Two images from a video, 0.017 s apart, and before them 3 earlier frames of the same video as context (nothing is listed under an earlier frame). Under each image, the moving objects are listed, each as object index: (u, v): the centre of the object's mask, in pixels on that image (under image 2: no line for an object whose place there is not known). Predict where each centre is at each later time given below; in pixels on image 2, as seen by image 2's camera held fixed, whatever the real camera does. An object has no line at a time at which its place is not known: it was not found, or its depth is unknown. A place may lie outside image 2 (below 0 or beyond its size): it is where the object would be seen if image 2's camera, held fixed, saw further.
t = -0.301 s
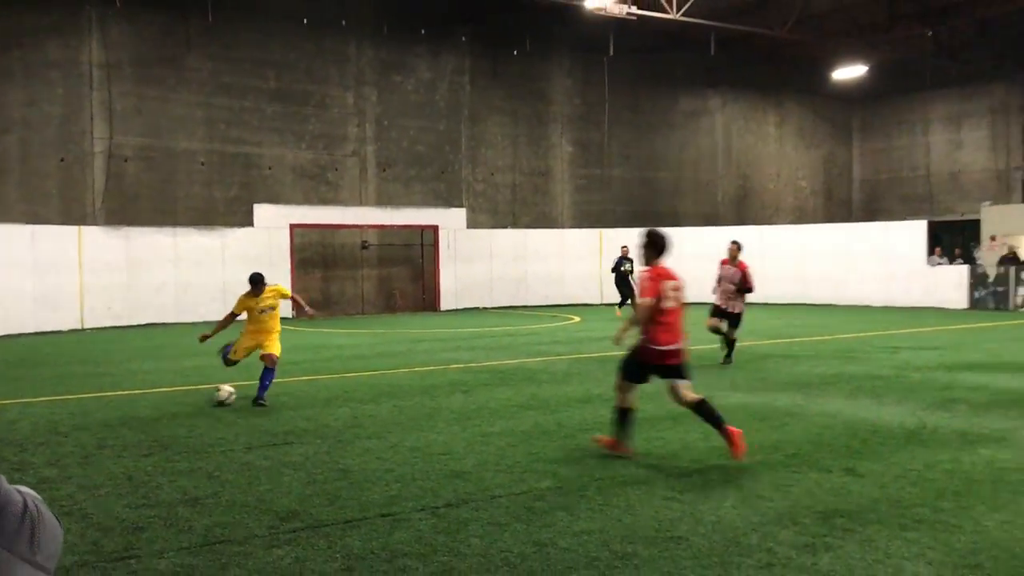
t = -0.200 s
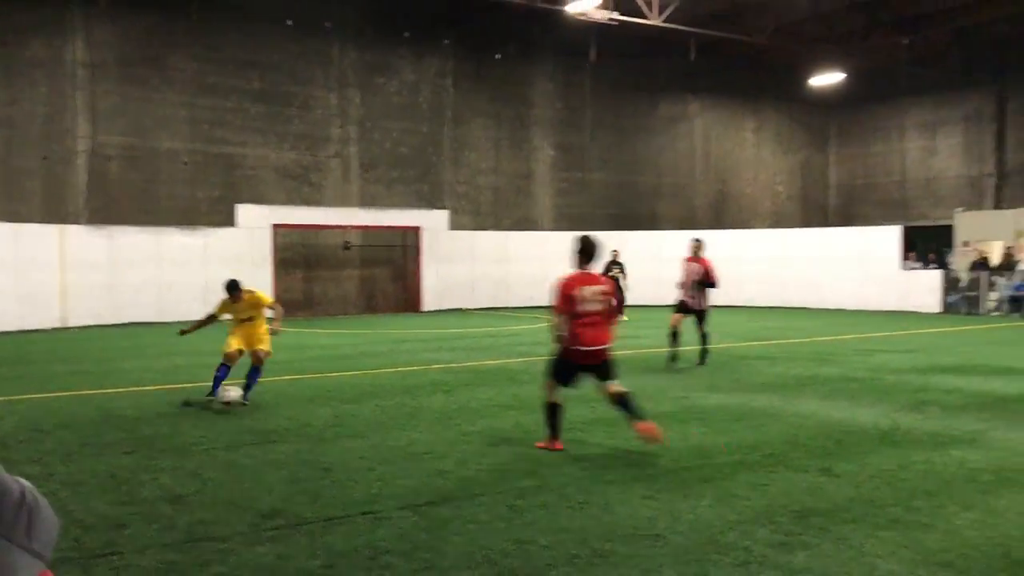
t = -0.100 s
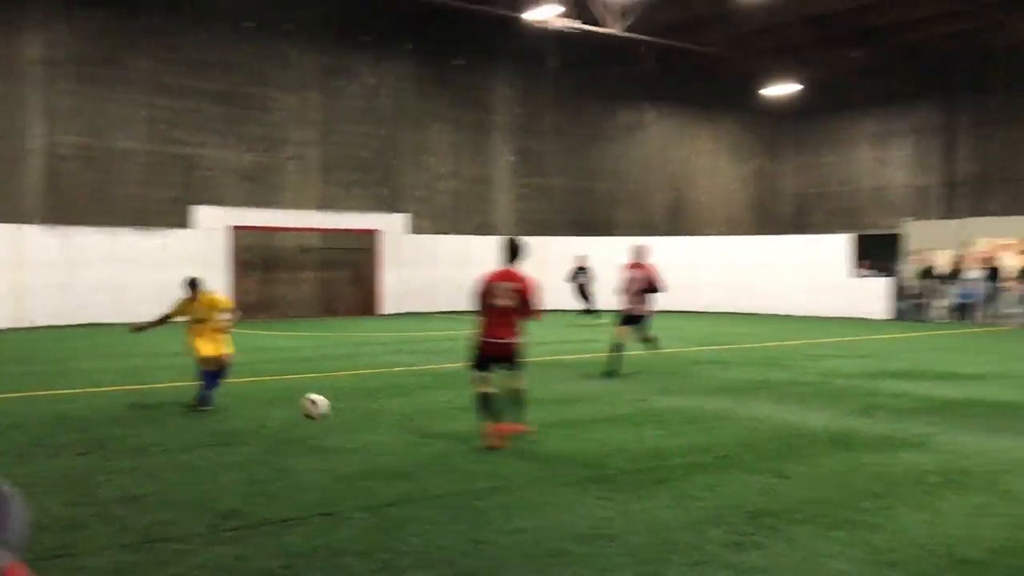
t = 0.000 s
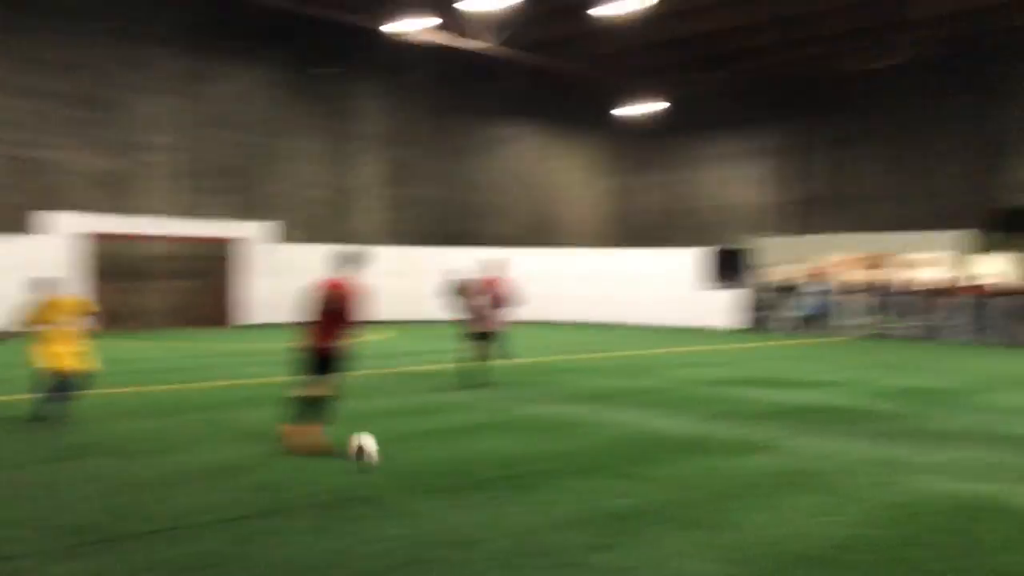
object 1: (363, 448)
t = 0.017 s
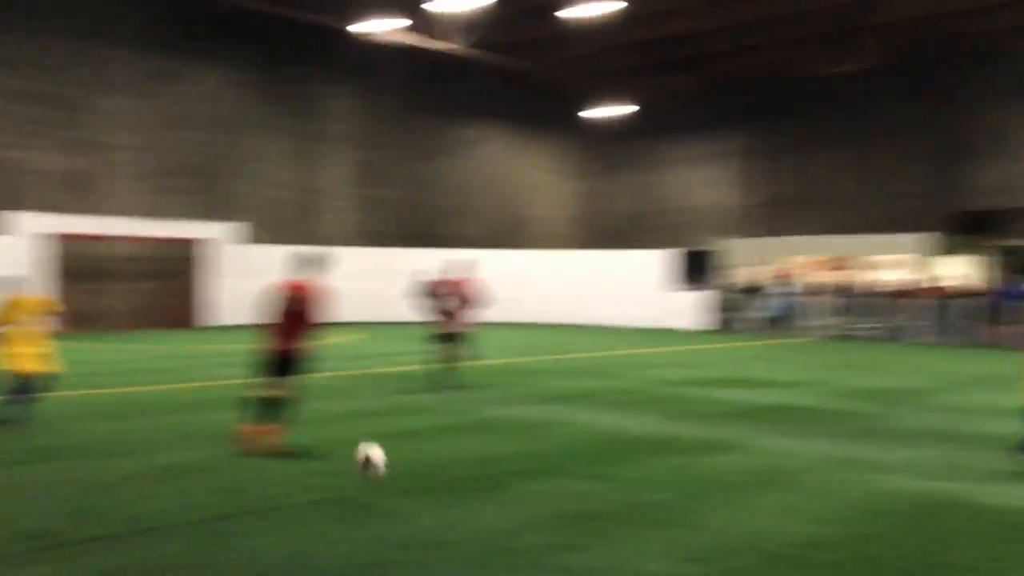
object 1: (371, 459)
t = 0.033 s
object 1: (412, 469)
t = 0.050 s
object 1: (453, 480)
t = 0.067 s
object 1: (504, 491)
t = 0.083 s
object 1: (556, 506)
